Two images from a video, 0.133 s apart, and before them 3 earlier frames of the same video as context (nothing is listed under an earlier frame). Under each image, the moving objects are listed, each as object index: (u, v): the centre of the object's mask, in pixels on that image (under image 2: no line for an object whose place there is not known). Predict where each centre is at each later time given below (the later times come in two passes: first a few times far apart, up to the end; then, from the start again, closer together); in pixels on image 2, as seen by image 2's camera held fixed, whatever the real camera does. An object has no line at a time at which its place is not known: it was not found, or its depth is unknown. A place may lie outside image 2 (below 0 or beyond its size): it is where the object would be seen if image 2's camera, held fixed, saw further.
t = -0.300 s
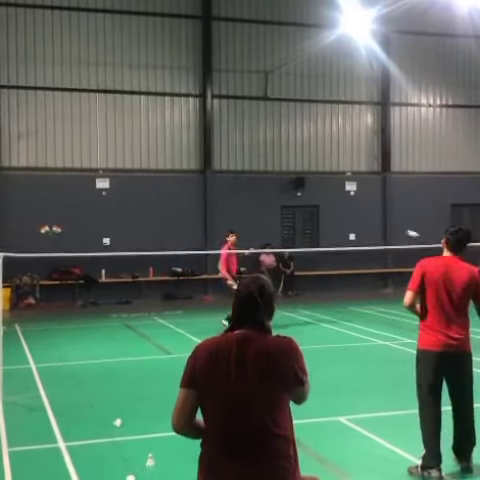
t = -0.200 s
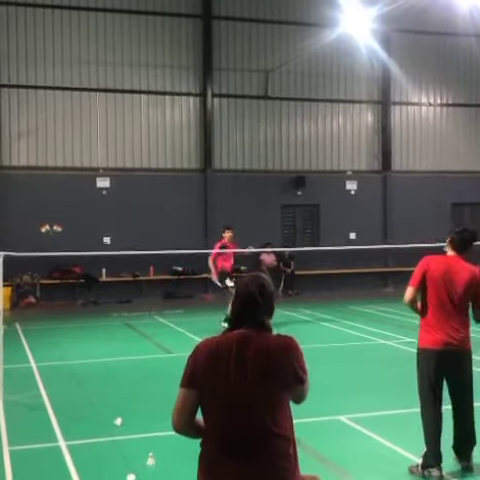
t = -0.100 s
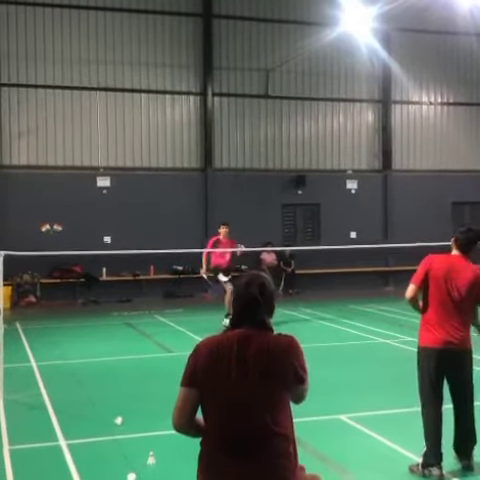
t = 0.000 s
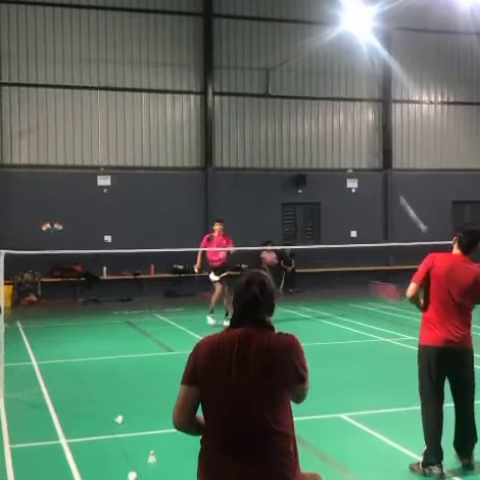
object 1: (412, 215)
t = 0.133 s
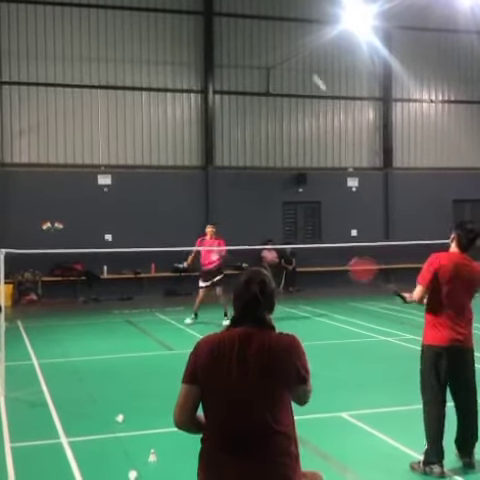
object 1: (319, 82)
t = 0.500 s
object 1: (227, 3)
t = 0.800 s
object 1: (196, 24)
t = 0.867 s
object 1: (192, 34)
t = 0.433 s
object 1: (238, 4)
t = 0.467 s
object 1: (232, 3)
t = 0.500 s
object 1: (227, 3)
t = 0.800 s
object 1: (196, 24)
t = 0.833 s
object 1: (194, 29)
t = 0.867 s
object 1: (192, 34)
